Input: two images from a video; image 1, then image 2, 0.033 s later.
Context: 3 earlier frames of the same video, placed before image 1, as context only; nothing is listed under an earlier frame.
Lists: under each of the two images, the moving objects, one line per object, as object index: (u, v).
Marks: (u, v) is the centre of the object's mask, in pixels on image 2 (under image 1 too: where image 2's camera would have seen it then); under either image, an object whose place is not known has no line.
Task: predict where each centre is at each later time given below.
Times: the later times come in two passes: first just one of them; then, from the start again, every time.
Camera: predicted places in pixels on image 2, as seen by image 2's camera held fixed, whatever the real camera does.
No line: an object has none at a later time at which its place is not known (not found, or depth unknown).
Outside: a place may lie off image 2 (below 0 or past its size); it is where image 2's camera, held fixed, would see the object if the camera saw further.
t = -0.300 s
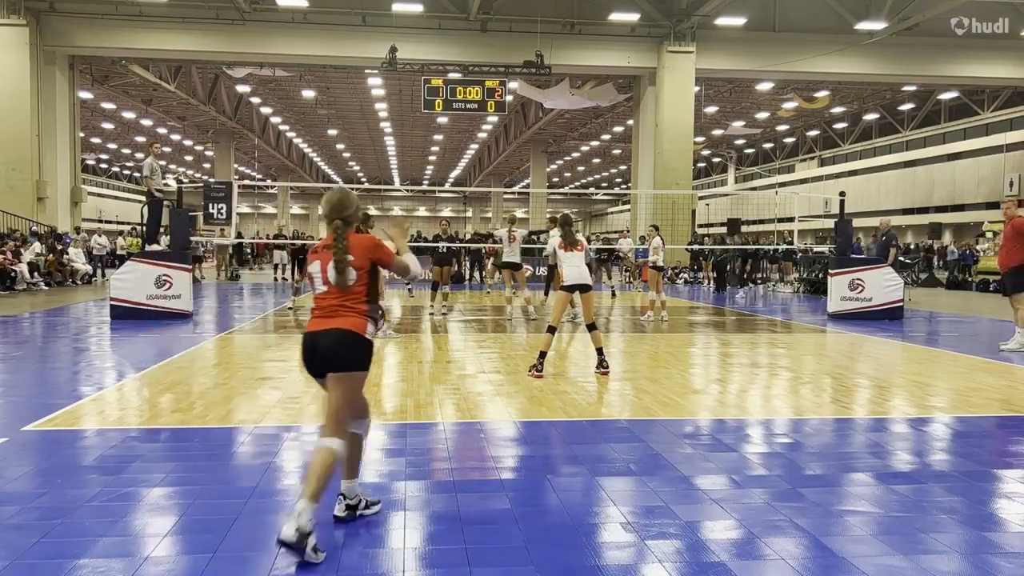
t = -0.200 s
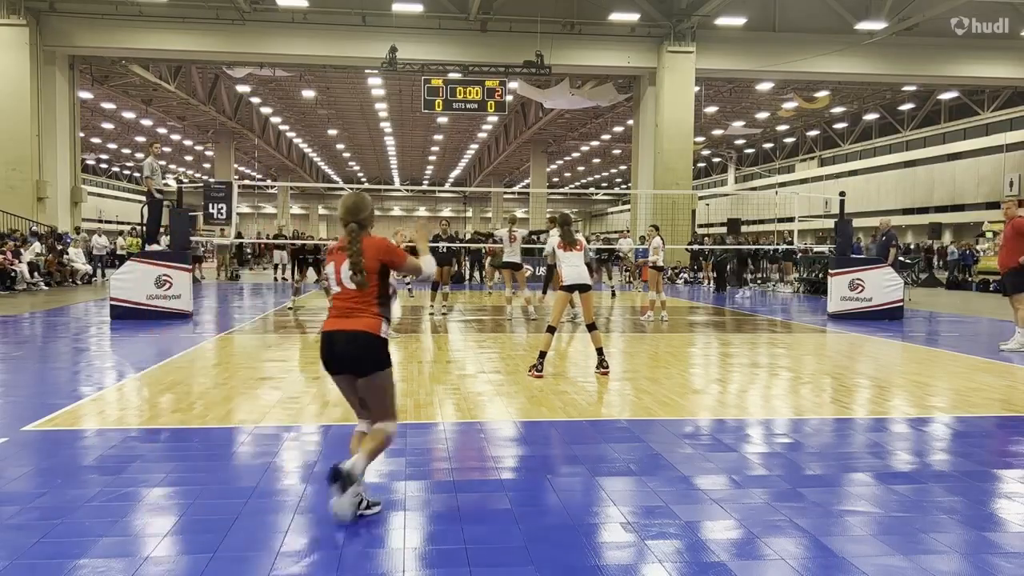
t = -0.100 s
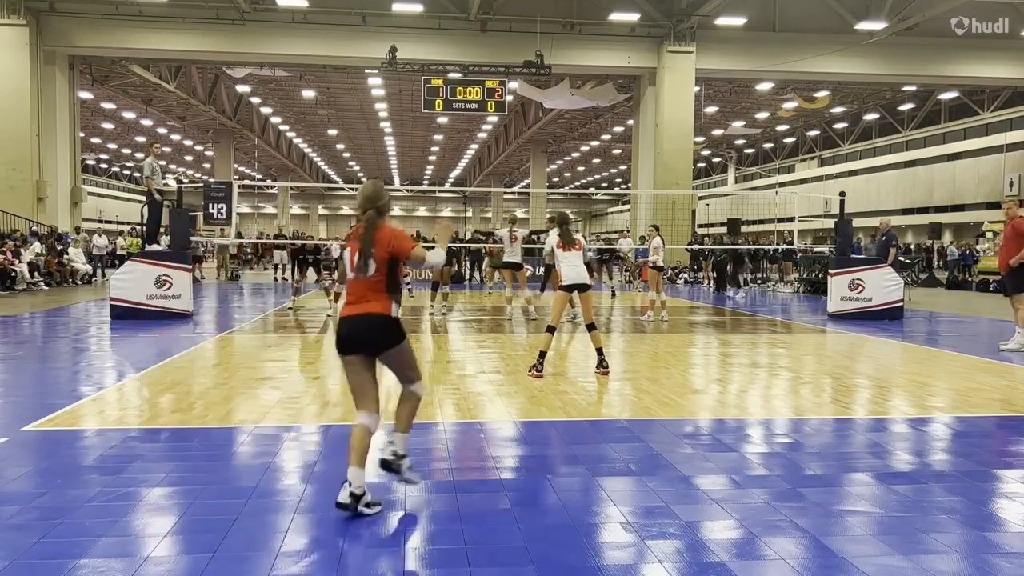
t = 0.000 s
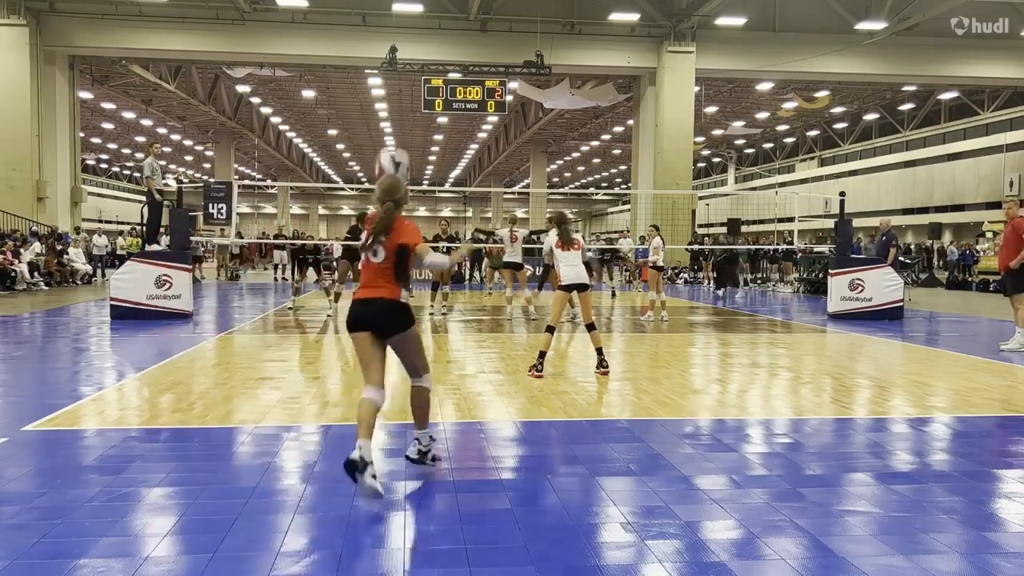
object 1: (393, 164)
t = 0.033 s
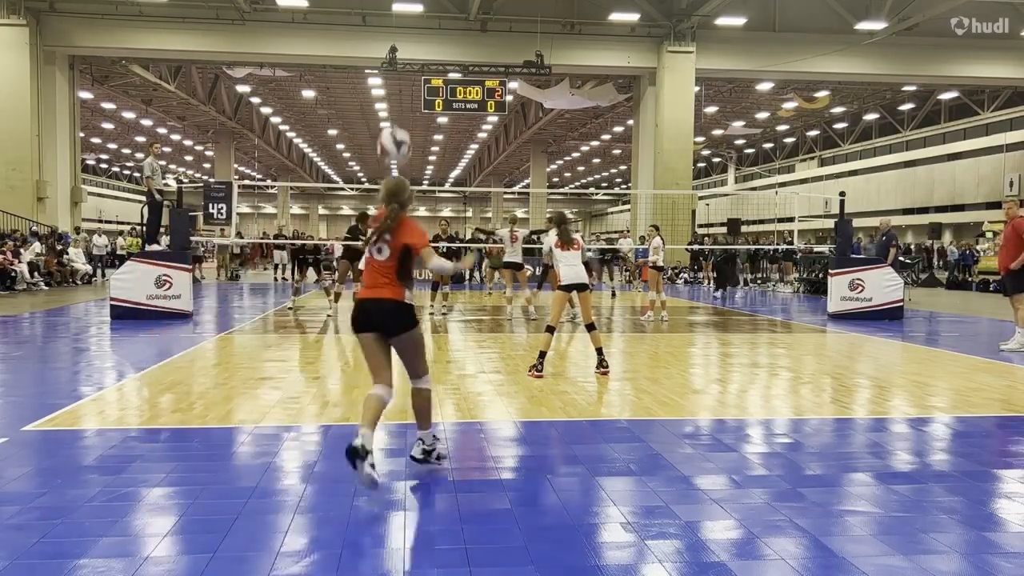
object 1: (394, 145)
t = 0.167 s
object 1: (400, 87)
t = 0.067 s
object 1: (396, 126)
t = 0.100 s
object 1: (398, 111)
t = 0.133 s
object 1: (399, 98)
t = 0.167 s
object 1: (400, 87)
